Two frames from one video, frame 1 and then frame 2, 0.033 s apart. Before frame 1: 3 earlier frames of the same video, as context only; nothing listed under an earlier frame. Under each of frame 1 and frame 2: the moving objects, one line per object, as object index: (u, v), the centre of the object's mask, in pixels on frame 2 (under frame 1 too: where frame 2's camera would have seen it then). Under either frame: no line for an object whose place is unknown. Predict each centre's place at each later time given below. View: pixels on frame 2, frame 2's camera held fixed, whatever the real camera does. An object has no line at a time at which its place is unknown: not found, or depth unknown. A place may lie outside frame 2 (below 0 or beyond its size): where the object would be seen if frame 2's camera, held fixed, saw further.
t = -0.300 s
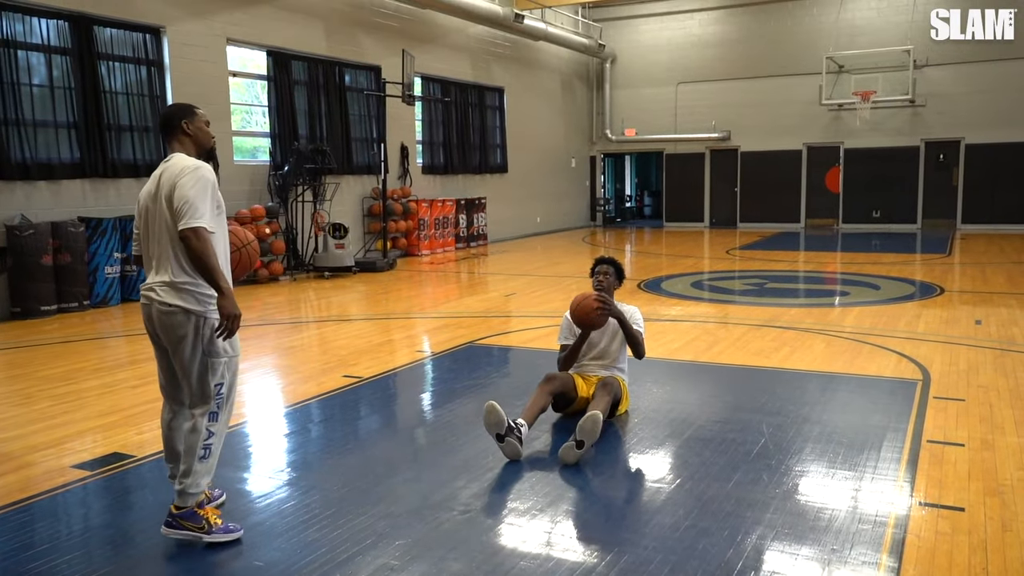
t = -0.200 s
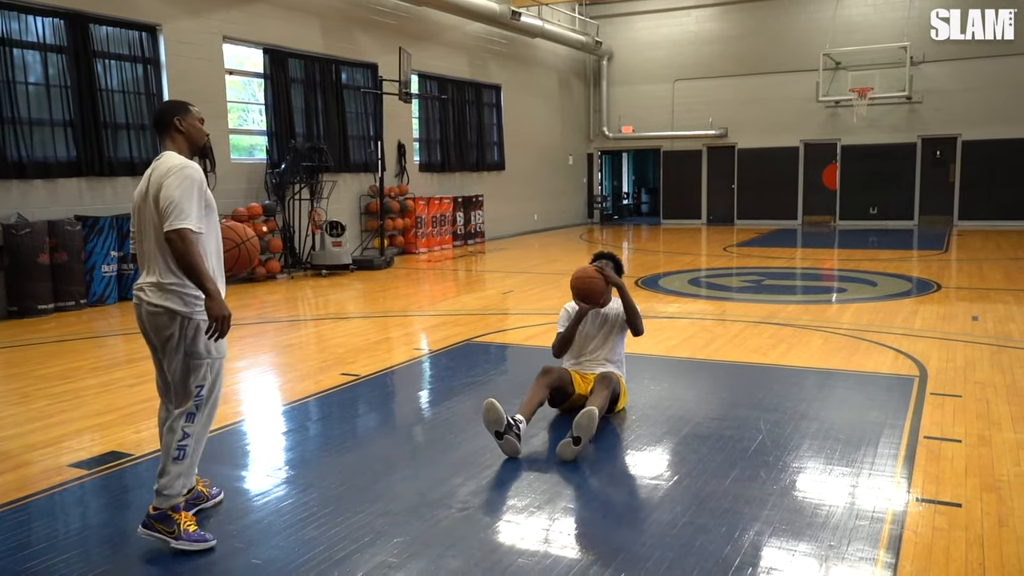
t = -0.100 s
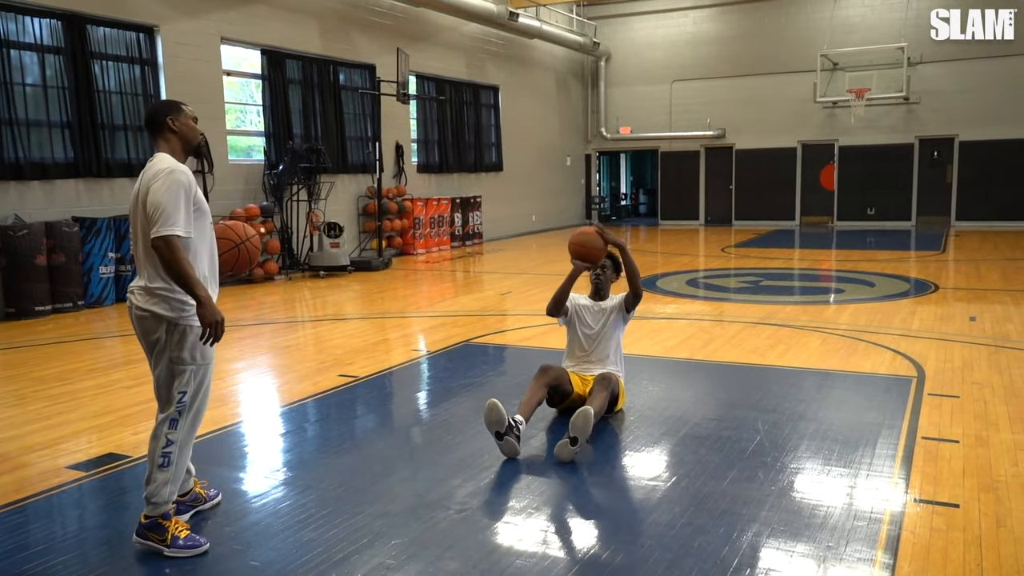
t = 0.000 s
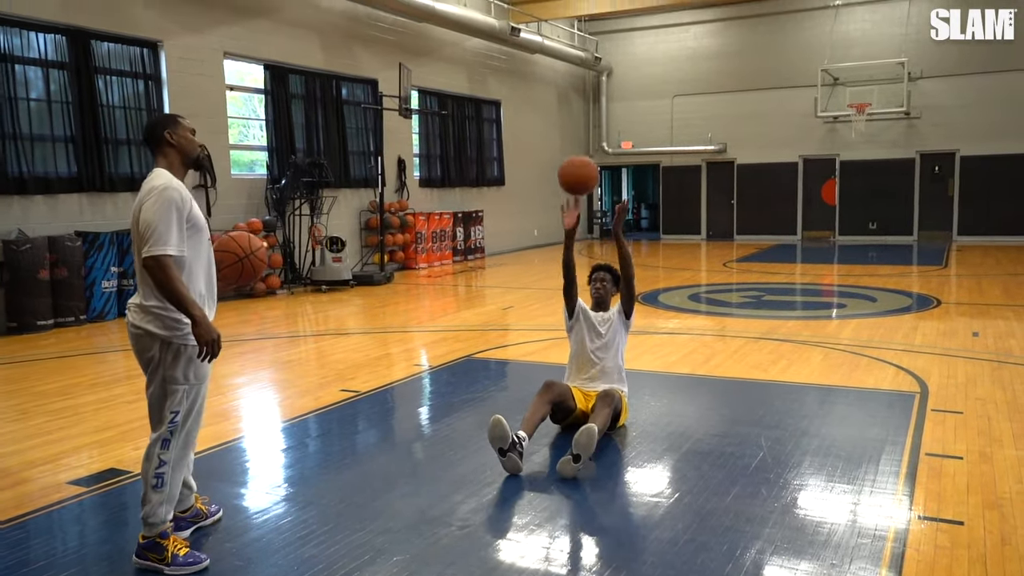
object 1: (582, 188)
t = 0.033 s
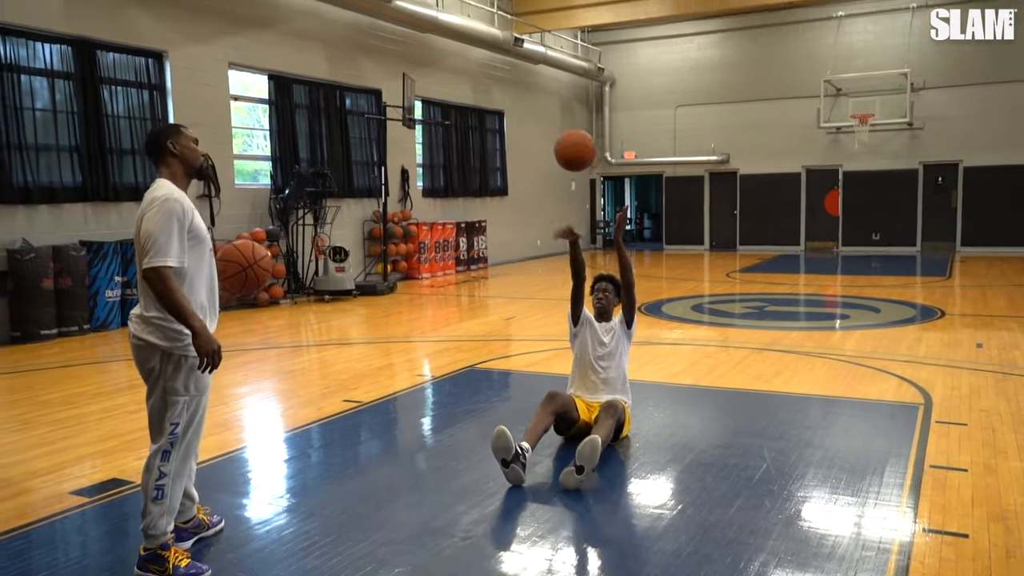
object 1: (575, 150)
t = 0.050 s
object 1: (572, 132)
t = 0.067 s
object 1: (568, 114)
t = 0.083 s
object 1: (565, 98)
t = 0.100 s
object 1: (561, 79)
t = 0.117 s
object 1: (558, 62)
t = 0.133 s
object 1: (554, 46)
